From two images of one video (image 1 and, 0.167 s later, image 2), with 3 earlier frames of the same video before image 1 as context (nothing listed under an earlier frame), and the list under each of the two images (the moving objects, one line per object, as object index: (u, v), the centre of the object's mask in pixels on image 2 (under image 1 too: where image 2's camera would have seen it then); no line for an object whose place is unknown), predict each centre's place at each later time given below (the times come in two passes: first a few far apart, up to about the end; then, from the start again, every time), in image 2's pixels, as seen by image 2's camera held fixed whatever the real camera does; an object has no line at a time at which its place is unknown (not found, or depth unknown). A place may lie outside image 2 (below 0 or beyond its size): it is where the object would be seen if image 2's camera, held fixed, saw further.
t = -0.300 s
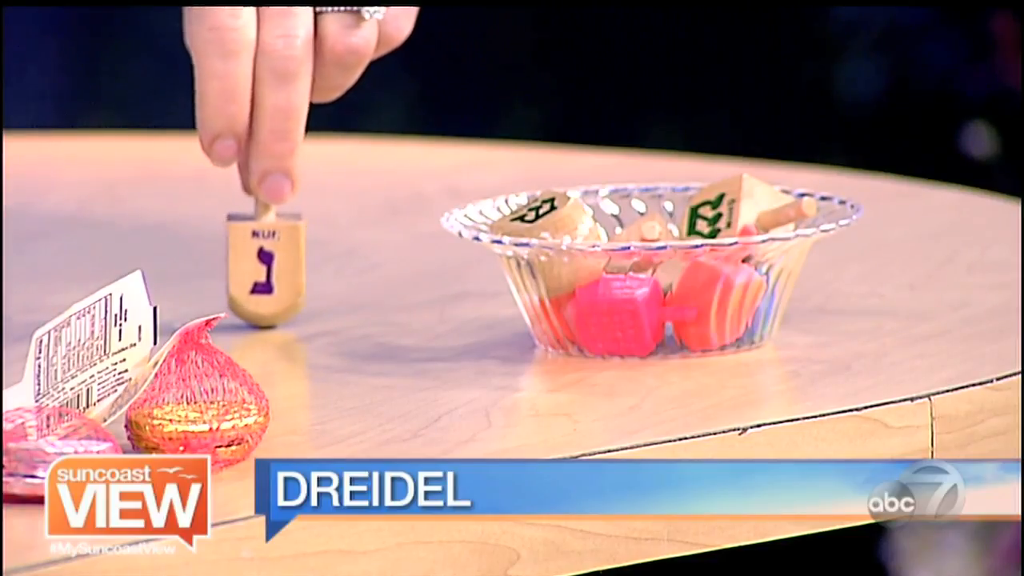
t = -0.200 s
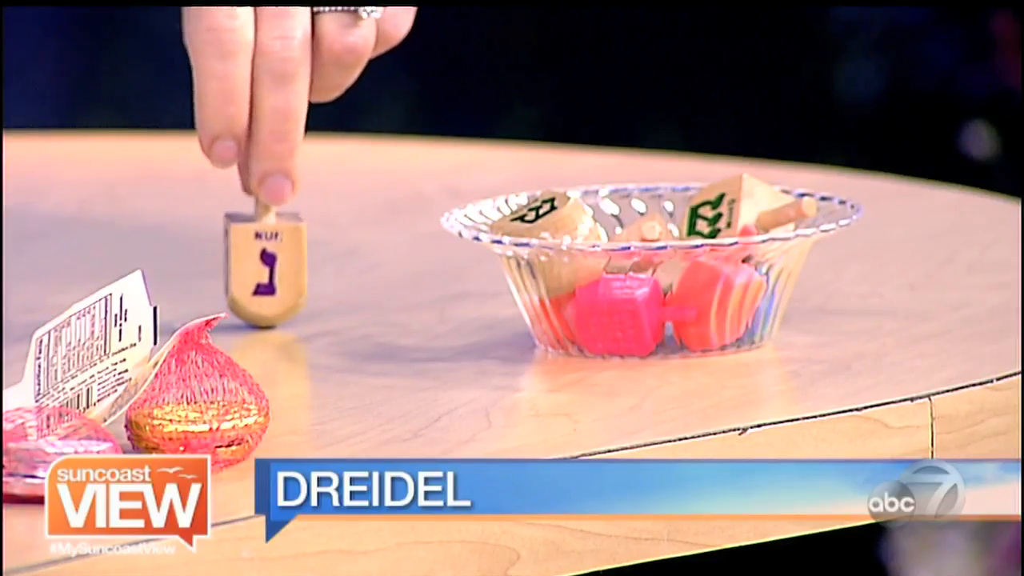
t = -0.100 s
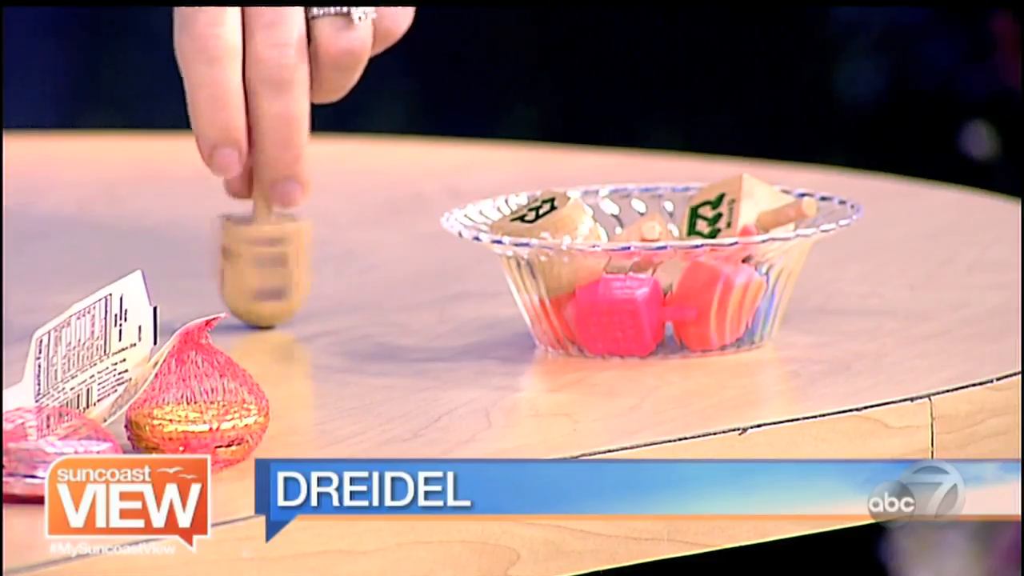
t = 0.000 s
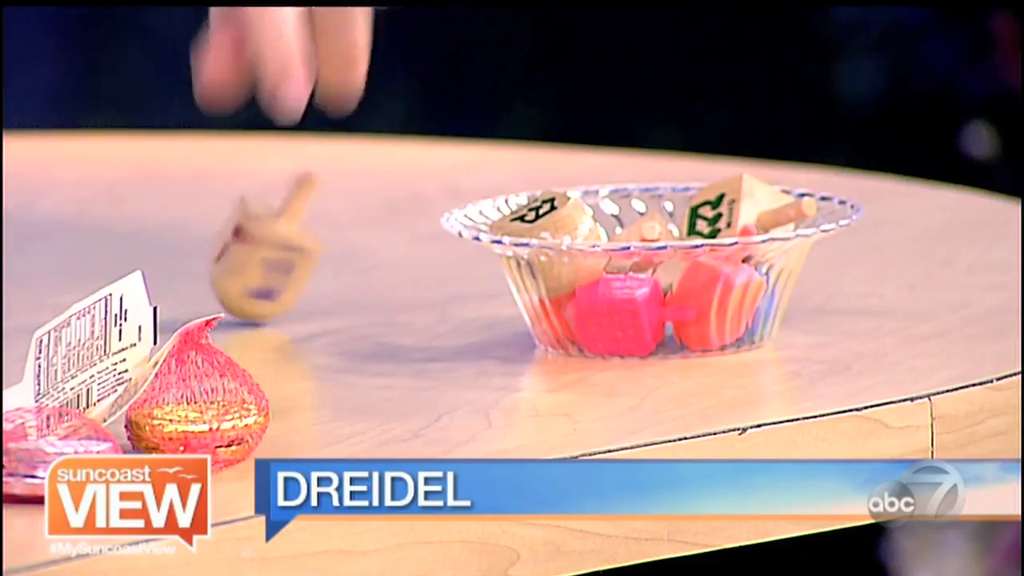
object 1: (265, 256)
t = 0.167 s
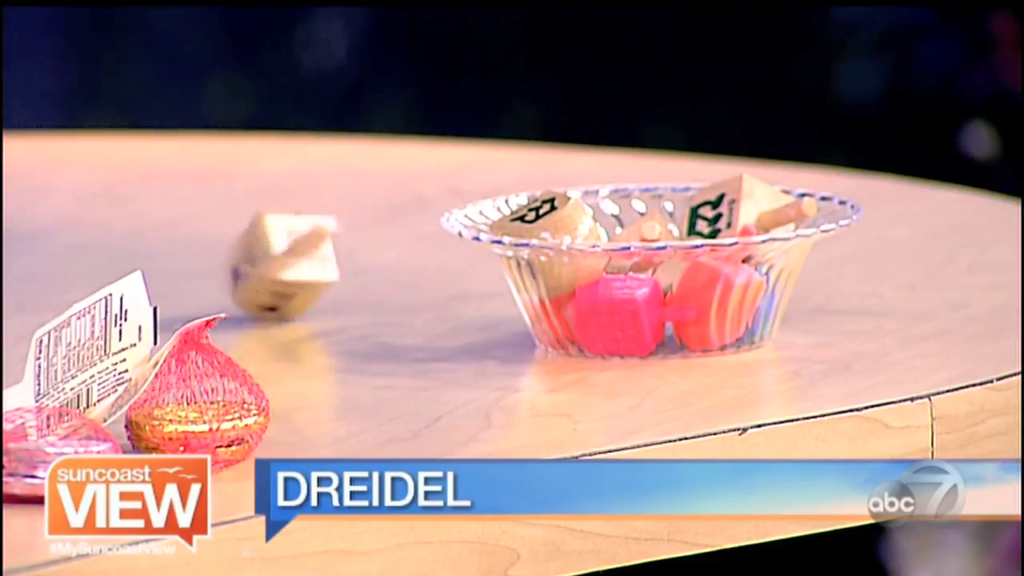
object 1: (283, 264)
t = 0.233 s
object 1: (283, 266)
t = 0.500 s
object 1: (278, 284)
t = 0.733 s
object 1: (251, 289)
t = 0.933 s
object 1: (251, 289)
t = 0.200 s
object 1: (284, 267)
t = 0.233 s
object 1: (283, 266)
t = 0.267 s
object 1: (279, 272)
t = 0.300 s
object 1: (286, 268)
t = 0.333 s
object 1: (292, 270)
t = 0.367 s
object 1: (292, 270)
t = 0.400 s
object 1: (284, 266)
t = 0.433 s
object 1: (277, 269)
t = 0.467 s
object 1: (274, 272)
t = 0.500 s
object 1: (278, 284)
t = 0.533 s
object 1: (281, 280)
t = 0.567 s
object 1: (277, 284)
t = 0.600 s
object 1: (273, 287)
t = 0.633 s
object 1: (265, 289)
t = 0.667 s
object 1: (259, 290)
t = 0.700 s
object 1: (254, 290)
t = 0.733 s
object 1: (251, 289)
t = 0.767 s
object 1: (250, 289)
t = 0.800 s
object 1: (250, 289)
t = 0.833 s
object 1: (251, 289)
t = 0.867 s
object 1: (251, 289)
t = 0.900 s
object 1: (251, 289)
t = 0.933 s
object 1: (251, 289)
